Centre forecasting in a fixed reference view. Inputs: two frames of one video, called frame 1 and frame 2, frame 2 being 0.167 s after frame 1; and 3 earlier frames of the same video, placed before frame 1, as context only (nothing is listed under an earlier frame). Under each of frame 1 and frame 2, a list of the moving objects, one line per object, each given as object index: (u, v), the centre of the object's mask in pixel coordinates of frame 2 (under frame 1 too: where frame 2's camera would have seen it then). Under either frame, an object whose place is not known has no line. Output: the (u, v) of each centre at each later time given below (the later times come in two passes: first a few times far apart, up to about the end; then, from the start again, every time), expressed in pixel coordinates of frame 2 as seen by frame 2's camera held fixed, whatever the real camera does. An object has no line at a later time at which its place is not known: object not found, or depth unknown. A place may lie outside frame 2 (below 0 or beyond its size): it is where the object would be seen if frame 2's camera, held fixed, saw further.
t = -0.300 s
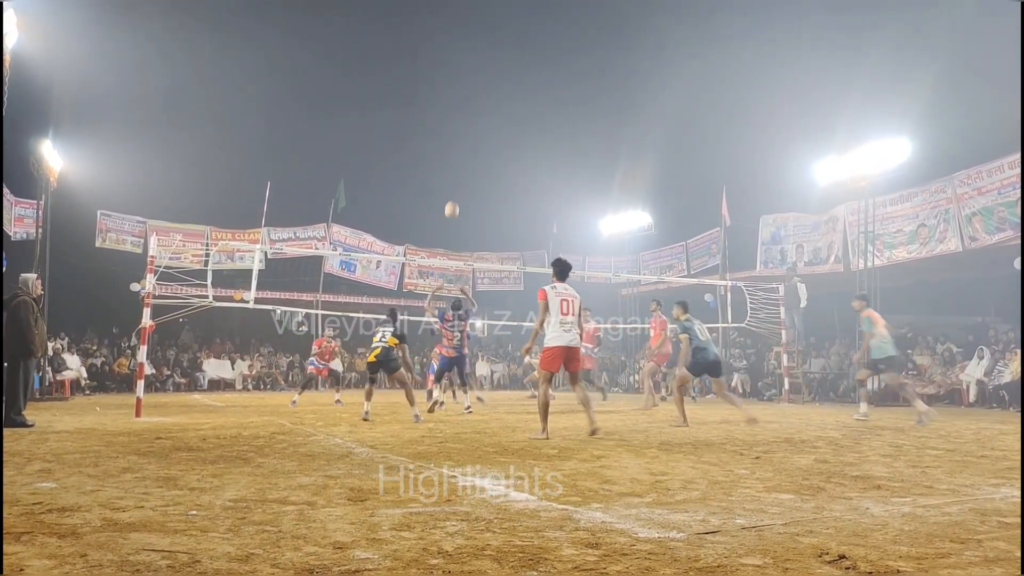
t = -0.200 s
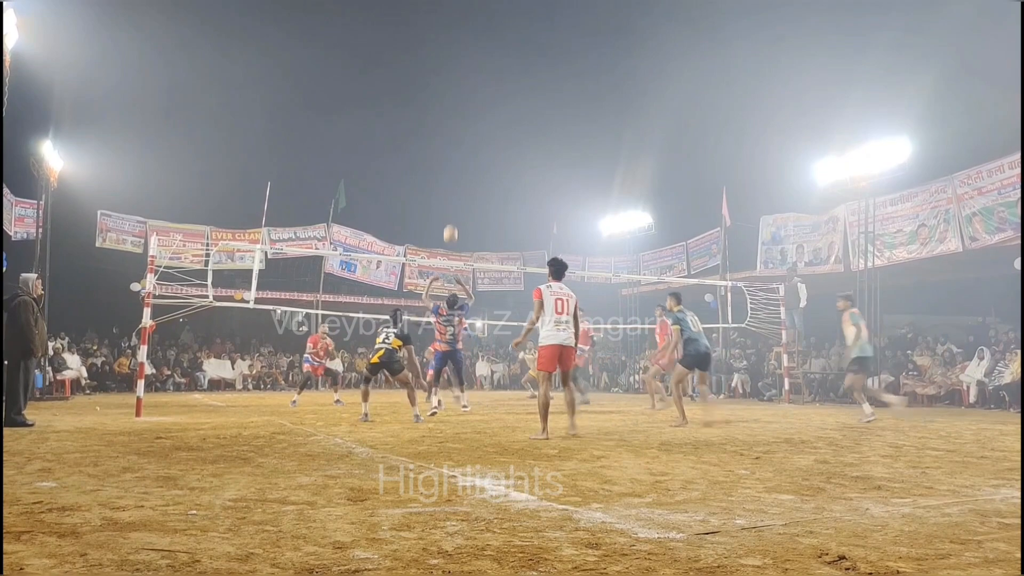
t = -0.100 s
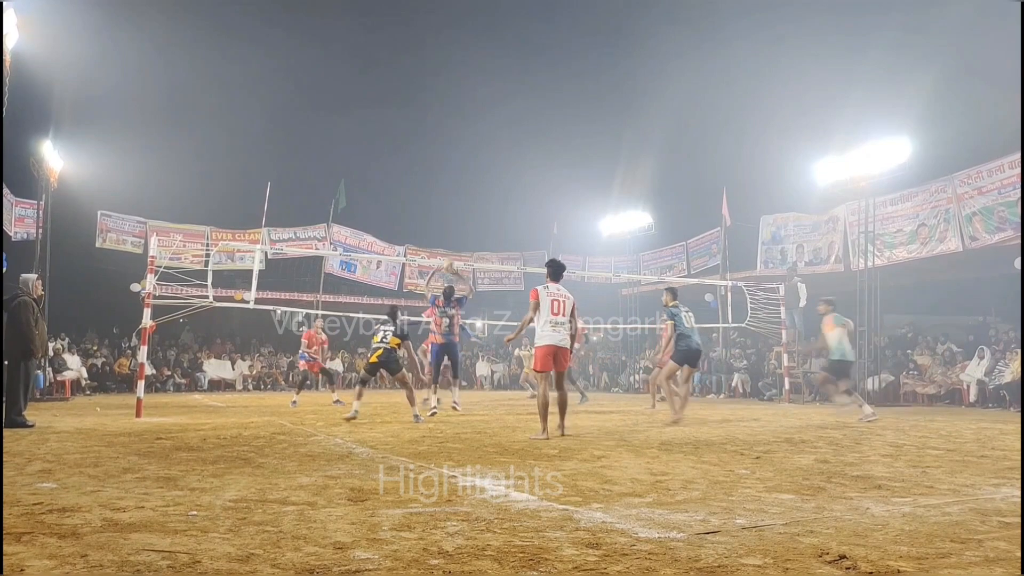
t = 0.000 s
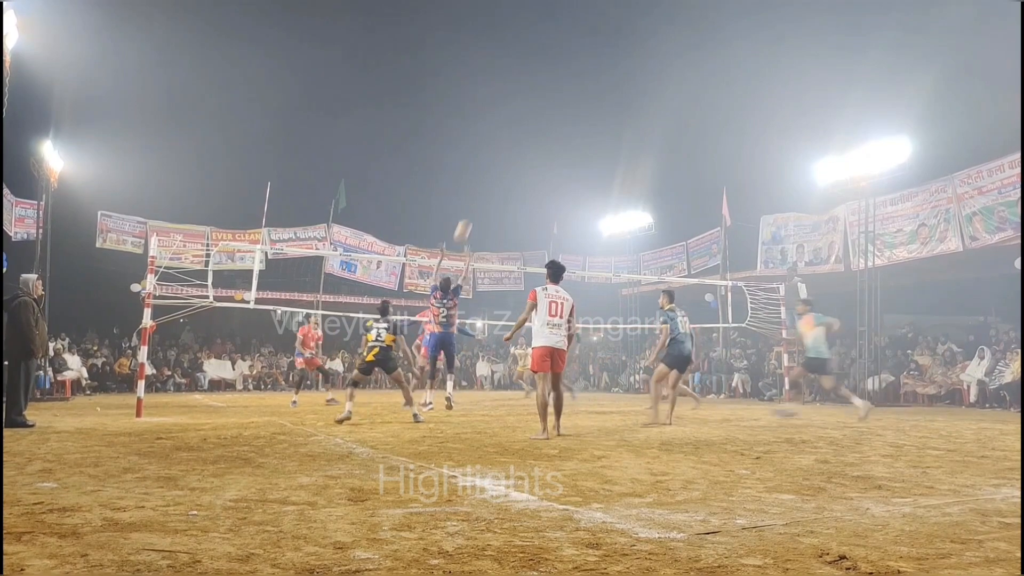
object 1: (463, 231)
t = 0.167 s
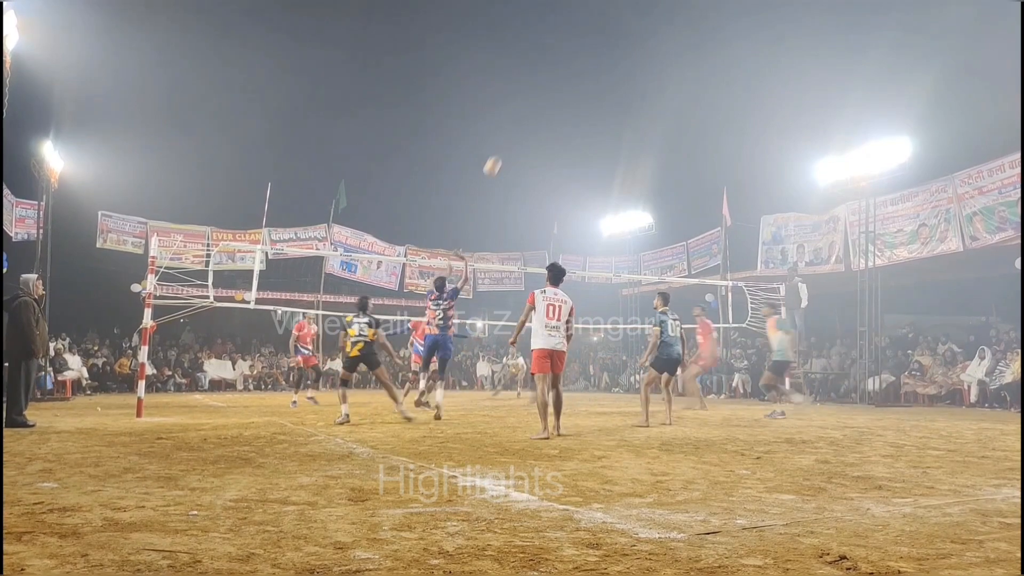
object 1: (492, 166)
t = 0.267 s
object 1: (509, 137)
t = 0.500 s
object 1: (547, 98)
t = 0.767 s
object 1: (588, 95)
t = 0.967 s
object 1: (617, 120)
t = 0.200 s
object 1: (498, 156)
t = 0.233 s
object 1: (504, 146)
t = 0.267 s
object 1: (509, 137)
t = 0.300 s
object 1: (515, 129)
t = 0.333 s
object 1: (520, 122)
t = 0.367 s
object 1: (526, 116)
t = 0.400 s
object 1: (531, 110)
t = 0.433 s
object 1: (536, 105)
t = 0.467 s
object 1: (542, 101)
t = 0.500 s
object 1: (547, 98)
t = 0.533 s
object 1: (552, 95)
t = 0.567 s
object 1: (558, 93)
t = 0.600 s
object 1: (563, 92)
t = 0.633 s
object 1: (568, 91)
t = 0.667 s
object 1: (573, 91)
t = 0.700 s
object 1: (578, 92)
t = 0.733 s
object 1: (583, 93)
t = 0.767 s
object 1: (588, 95)
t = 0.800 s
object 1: (593, 97)
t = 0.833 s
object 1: (597, 101)
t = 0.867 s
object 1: (602, 104)
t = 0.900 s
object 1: (608, 109)
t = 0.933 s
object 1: (612, 114)
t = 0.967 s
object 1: (617, 120)
